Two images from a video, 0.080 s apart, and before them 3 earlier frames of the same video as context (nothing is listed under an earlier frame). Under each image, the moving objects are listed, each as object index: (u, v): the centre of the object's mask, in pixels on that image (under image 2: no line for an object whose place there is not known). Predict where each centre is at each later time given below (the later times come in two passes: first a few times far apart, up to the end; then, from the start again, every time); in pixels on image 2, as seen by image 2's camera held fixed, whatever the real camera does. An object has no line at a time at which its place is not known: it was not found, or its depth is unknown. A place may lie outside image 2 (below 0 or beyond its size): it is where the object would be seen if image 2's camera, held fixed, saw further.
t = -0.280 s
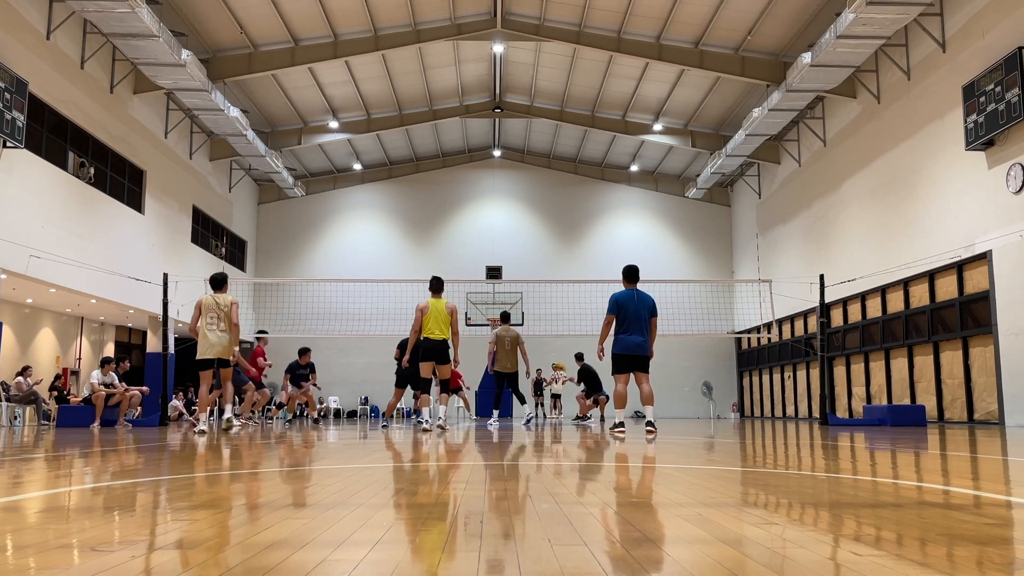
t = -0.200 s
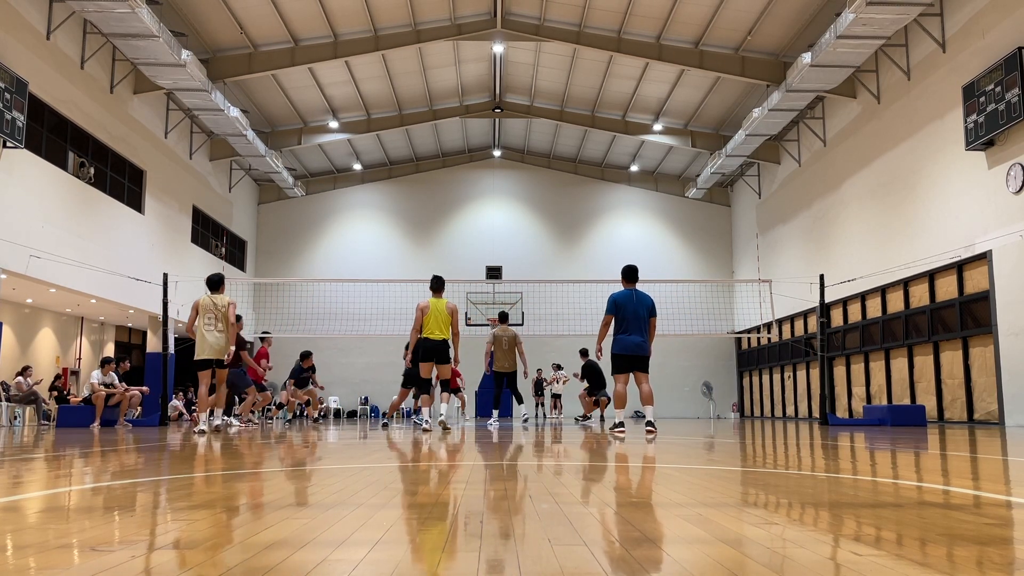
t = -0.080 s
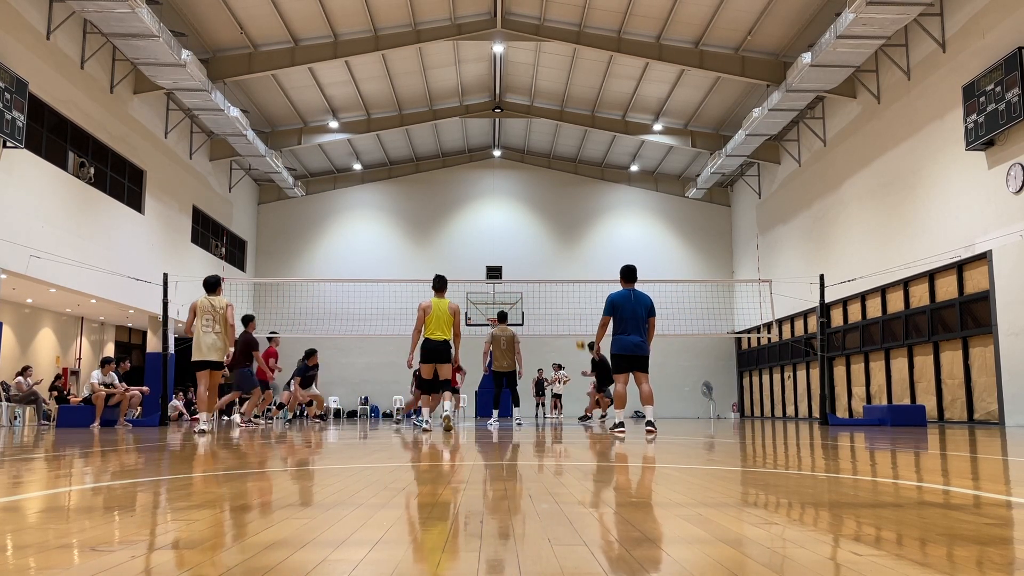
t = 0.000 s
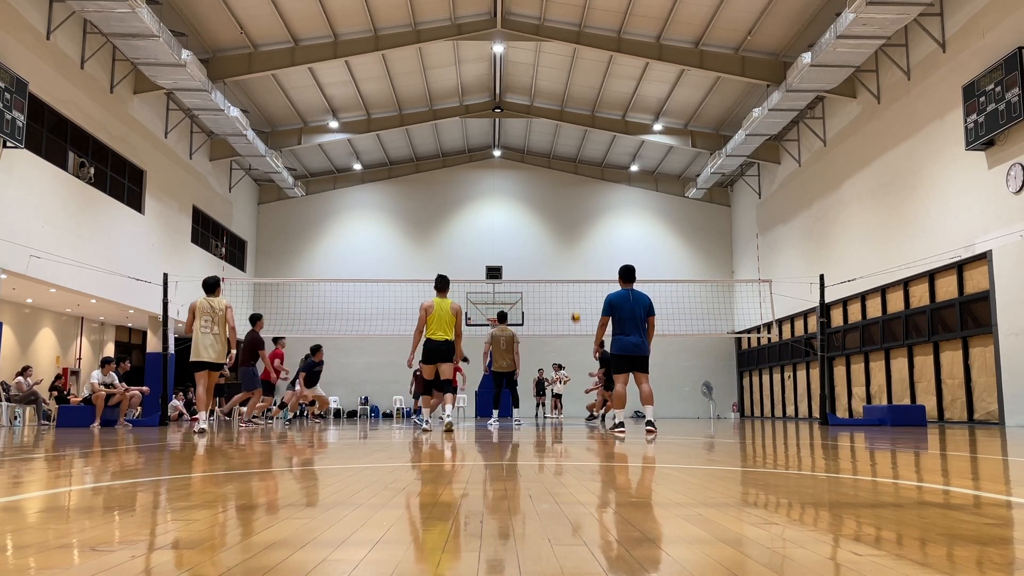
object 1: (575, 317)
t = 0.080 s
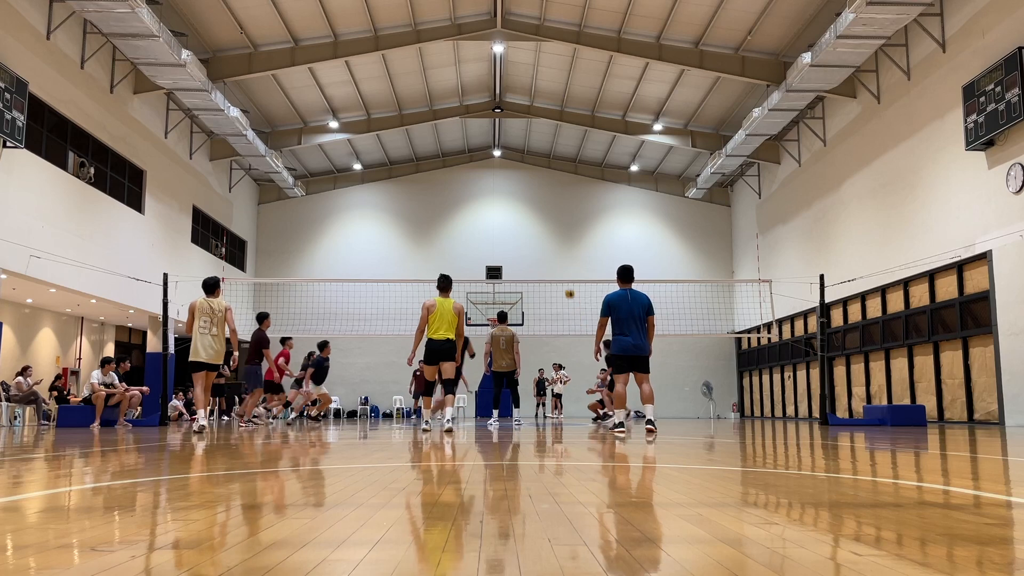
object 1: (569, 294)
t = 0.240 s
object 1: (559, 254)
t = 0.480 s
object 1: (545, 216)
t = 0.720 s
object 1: (531, 203)
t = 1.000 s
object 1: (513, 219)
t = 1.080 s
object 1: (508, 230)
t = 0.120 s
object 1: (567, 285)
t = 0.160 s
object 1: (564, 272)
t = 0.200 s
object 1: (562, 263)
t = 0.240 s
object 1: (559, 254)
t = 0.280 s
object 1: (557, 246)
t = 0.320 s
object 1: (554, 239)
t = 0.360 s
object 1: (552, 232)
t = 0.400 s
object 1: (549, 226)
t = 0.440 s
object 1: (547, 221)
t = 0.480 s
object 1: (545, 216)
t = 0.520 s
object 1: (542, 212)
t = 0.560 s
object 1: (540, 209)
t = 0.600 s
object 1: (538, 206)
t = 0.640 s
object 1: (535, 204)
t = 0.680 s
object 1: (533, 203)
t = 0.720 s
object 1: (531, 203)
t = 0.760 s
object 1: (528, 203)
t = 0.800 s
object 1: (526, 204)
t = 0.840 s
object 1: (523, 205)
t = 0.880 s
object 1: (521, 208)
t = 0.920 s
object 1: (518, 211)
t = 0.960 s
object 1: (516, 214)
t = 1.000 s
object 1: (513, 219)
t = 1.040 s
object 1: (511, 224)
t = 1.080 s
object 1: (508, 230)
